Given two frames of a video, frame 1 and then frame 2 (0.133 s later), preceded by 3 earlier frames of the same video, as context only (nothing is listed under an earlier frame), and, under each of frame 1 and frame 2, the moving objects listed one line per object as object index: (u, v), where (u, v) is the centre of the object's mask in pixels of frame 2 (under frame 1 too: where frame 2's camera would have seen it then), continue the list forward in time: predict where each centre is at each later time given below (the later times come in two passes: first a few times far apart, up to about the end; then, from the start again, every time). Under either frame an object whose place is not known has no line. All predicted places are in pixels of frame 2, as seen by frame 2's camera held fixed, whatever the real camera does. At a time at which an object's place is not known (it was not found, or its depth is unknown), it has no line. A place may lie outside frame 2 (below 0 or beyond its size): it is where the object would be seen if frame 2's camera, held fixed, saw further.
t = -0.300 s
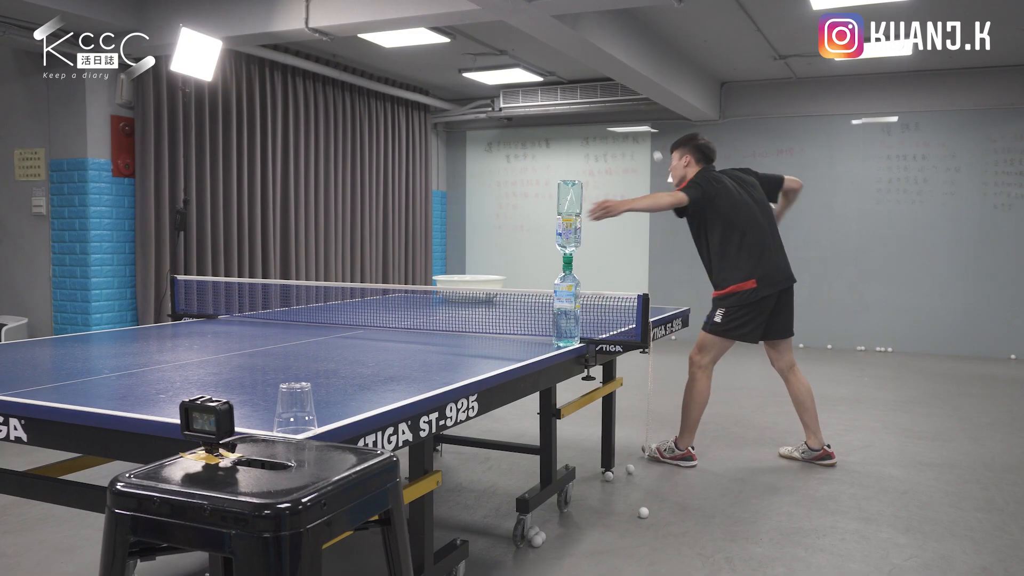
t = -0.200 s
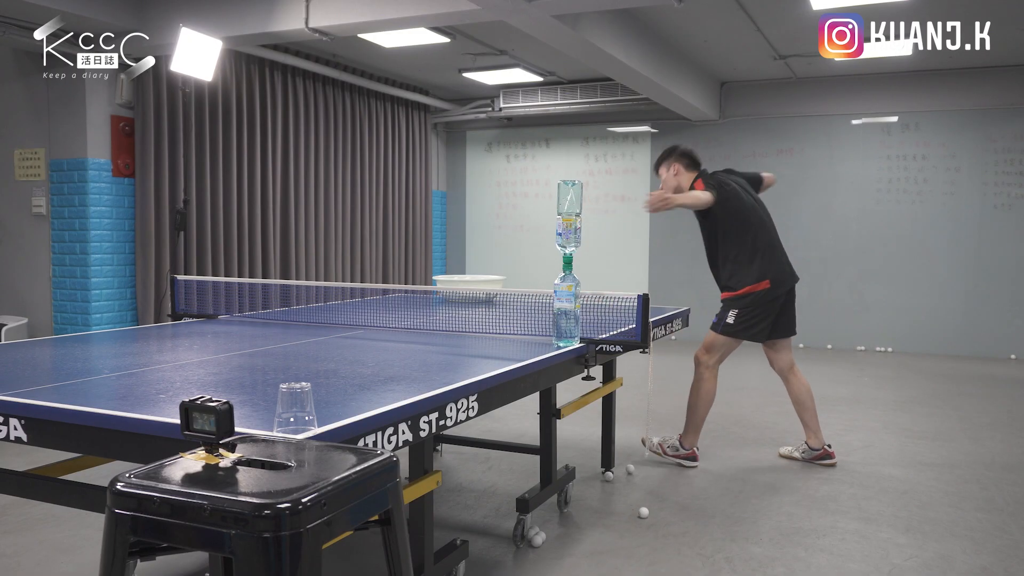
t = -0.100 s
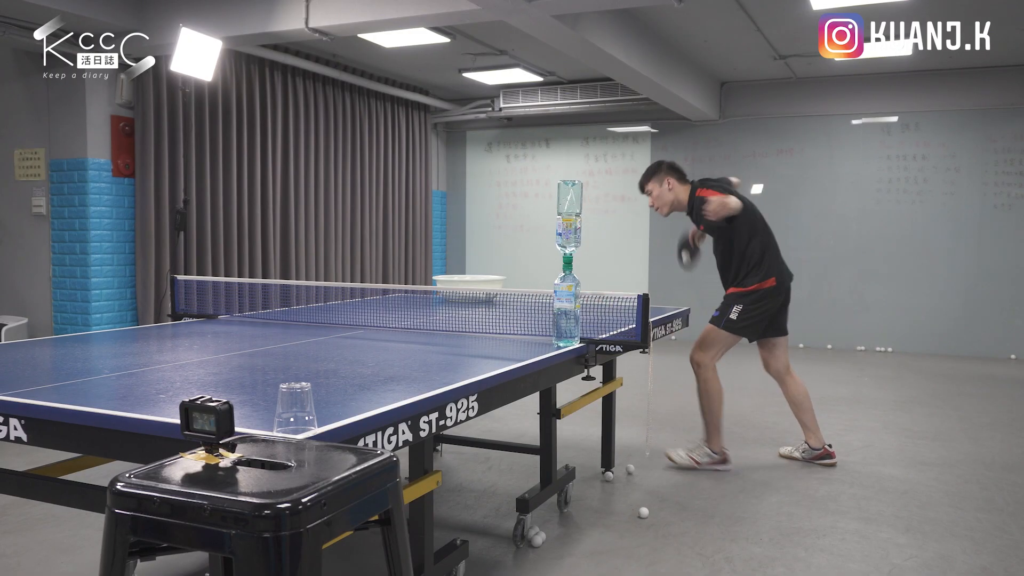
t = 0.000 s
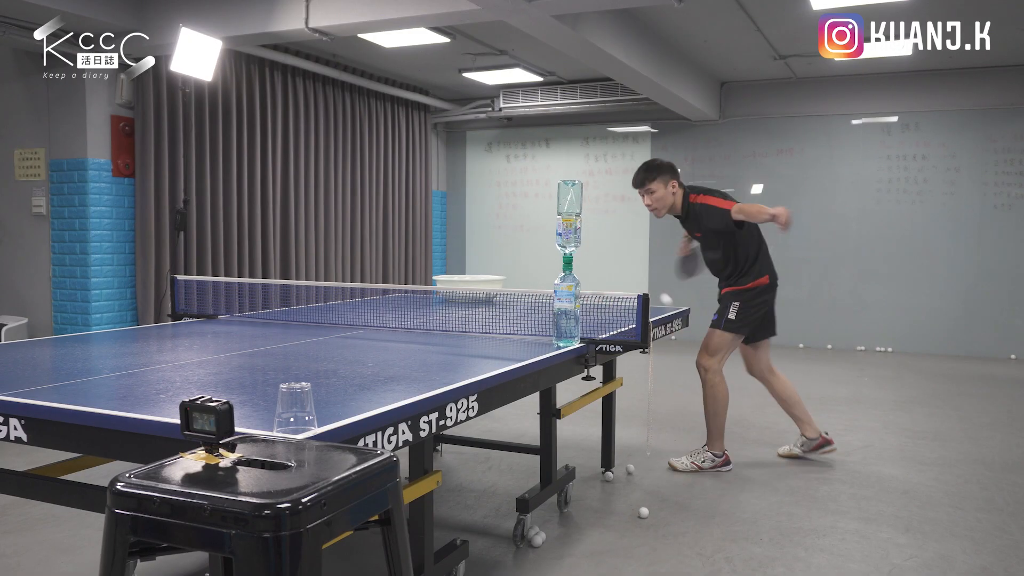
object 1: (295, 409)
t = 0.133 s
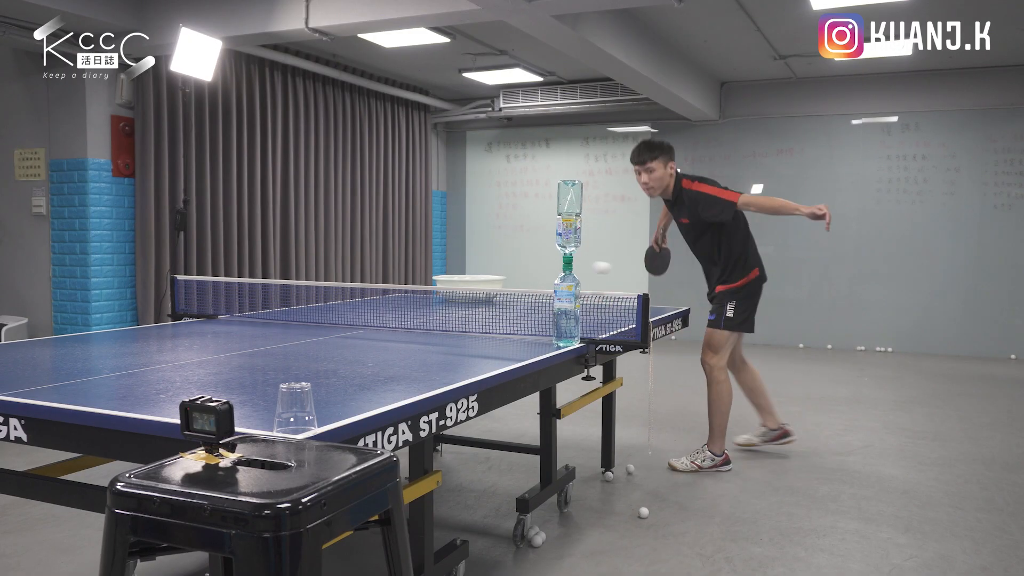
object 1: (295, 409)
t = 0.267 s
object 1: (295, 409)
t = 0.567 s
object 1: (309, 359)
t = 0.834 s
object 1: (337, 459)
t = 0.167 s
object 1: (295, 409)
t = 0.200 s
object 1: (295, 409)
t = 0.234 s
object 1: (295, 409)
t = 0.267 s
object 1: (295, 409)
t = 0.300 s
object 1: (295, 409)
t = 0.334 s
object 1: (295, 409)
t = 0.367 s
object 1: (295, 405)
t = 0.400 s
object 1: (299, 386)
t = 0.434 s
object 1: (298, 364)
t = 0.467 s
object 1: (300, 349)
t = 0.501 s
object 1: (303, 345)
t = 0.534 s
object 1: (307, 348)
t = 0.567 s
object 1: (309, 359)
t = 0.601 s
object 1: (316, 379)
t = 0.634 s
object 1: (325, 402)
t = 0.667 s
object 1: (330, 435)
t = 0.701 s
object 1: (332, 438)
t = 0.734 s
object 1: (333, 441)
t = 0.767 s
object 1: (334, 440)
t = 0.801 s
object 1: (335, 445)
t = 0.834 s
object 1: (337, 459)
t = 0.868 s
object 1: (339, 482)
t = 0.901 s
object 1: (342, 514)
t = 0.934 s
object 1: (347, 542)
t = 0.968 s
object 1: (343, 561)
